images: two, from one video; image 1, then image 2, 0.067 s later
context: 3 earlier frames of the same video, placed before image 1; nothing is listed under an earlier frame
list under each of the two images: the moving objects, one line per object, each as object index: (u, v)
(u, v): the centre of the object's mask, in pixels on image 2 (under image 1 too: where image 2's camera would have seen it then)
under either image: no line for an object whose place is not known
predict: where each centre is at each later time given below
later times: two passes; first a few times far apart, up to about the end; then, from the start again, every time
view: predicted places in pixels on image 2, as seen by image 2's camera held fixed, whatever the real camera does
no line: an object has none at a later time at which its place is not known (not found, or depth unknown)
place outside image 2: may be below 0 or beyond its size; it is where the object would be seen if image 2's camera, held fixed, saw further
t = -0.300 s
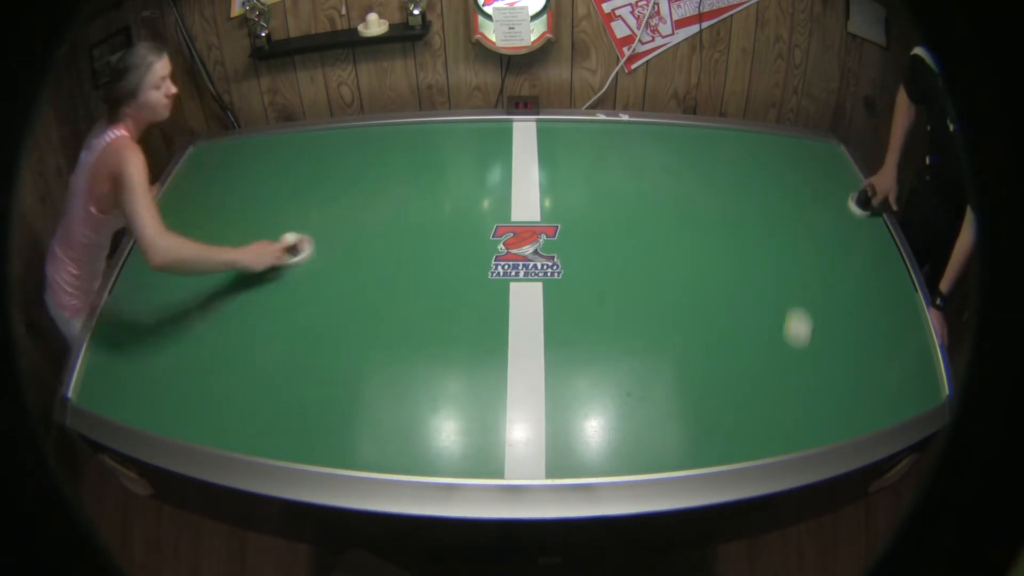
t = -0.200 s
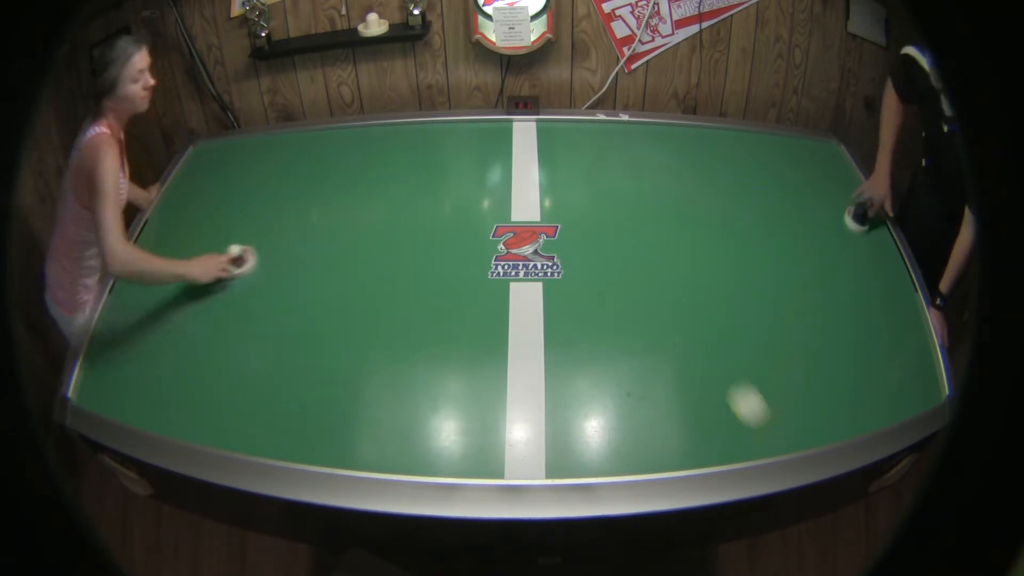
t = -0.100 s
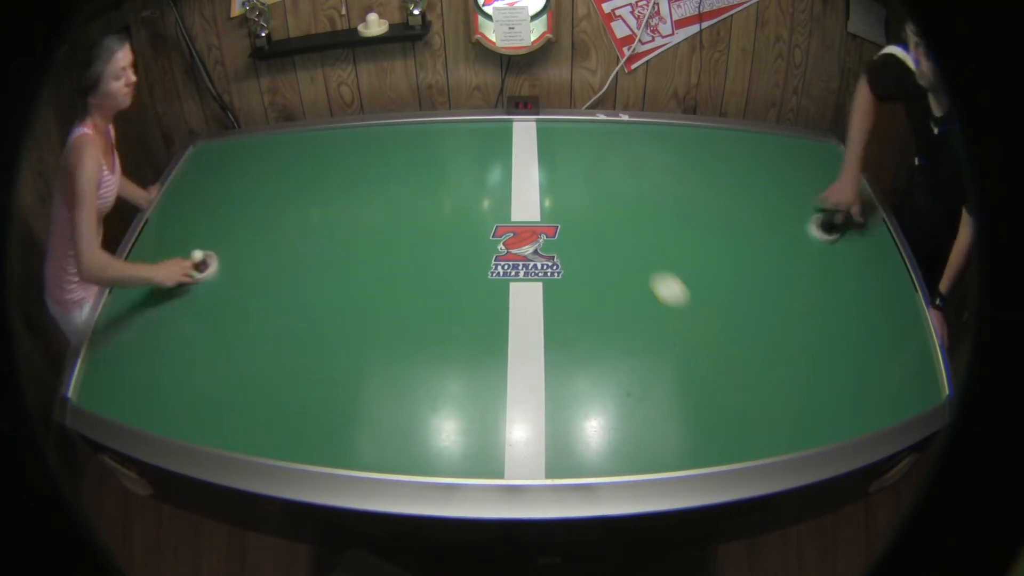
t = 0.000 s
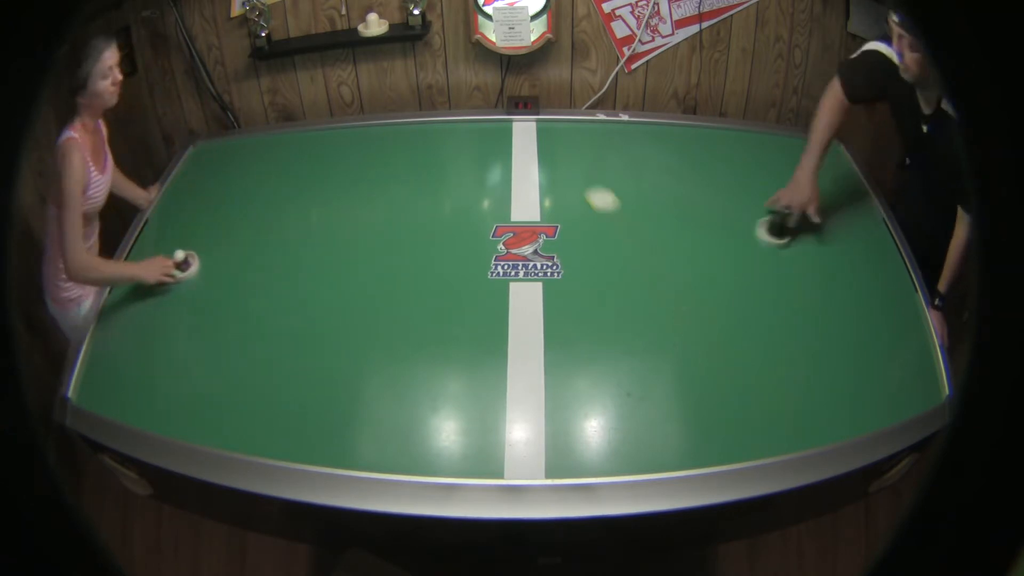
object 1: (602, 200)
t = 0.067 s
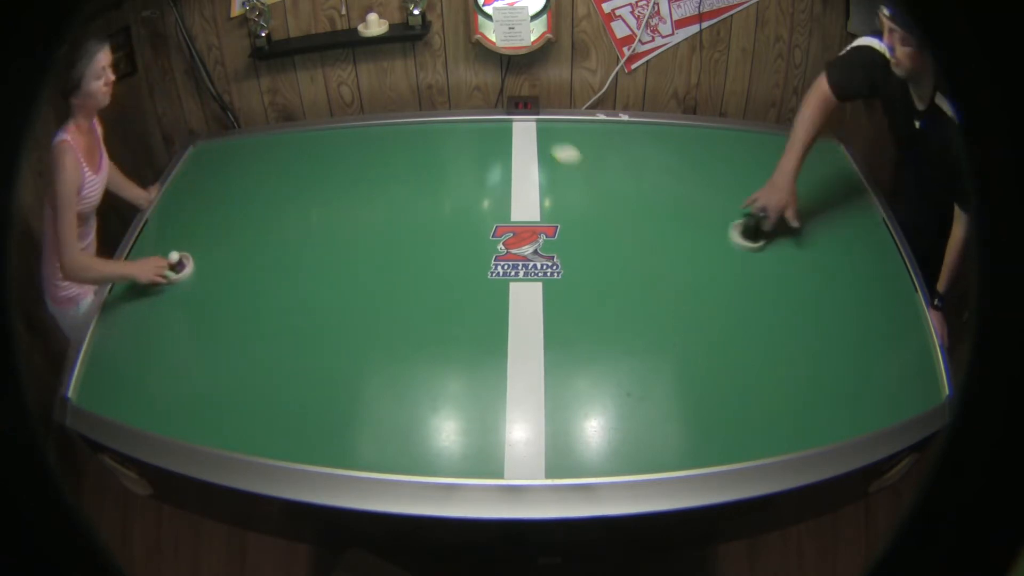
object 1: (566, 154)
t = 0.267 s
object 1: (499, 221)
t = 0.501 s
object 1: (391, 450)
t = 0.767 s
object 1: (365, 232)
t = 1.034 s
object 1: (352, 151)
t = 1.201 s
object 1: (318, 219)
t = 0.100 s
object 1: (550, 134)
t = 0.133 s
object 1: (541, 137)
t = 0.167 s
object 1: (531, 154)
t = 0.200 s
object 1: (523, 177)
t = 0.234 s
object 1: (512, 197)
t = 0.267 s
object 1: (499, 221)
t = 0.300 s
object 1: (487, 247)
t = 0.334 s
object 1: (474, 276)
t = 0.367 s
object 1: (460, 307)
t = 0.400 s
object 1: (444, 341)
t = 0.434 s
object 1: (428, 377)
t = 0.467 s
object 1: (409, 416)
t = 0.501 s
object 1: (391, 450)
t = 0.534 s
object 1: (385, 419)
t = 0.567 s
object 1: (380, 386)
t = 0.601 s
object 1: (376, 355)
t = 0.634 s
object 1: (373, 326)
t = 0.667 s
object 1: (370, 299)
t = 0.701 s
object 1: (368, 275)
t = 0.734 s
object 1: (366, 252)
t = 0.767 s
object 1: (365, 232)
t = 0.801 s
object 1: (364, 212)
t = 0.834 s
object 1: (363, 195)
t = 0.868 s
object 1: (362, 179)
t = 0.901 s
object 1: (362, 164)
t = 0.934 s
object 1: (362, 151)
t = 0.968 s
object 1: (361, 138)
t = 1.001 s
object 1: (358, 139)
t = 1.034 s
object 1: (352, 151)
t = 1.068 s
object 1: (346, 163)
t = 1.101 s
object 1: (339, 176)
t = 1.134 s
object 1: (332, 190)
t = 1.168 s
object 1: (325, 204)
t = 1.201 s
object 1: (318, 219)
